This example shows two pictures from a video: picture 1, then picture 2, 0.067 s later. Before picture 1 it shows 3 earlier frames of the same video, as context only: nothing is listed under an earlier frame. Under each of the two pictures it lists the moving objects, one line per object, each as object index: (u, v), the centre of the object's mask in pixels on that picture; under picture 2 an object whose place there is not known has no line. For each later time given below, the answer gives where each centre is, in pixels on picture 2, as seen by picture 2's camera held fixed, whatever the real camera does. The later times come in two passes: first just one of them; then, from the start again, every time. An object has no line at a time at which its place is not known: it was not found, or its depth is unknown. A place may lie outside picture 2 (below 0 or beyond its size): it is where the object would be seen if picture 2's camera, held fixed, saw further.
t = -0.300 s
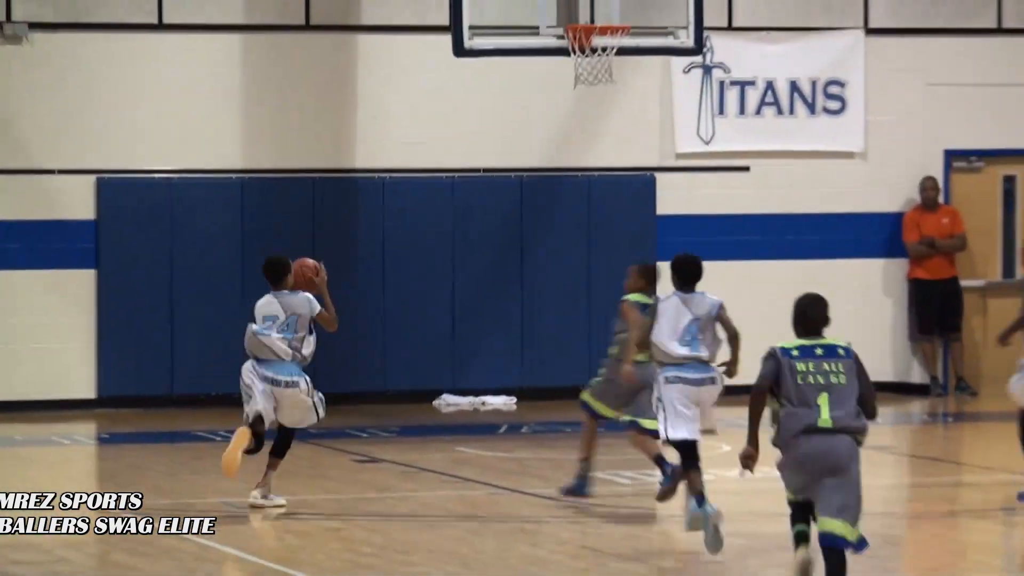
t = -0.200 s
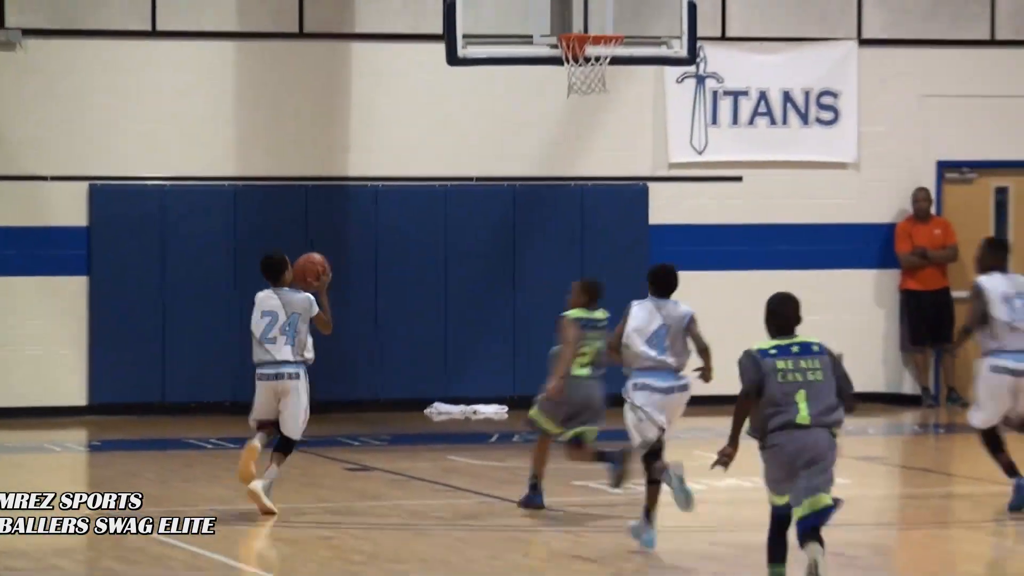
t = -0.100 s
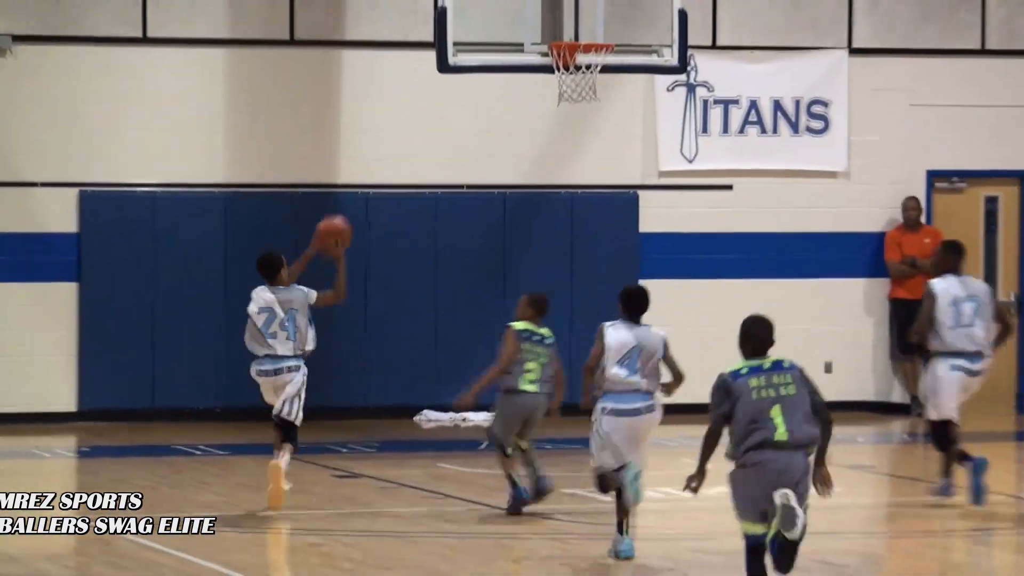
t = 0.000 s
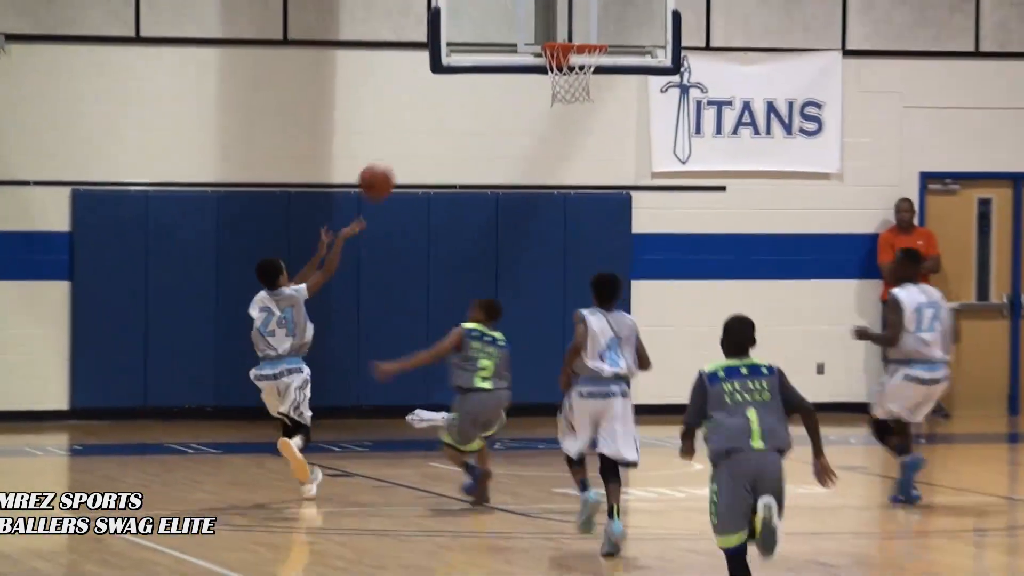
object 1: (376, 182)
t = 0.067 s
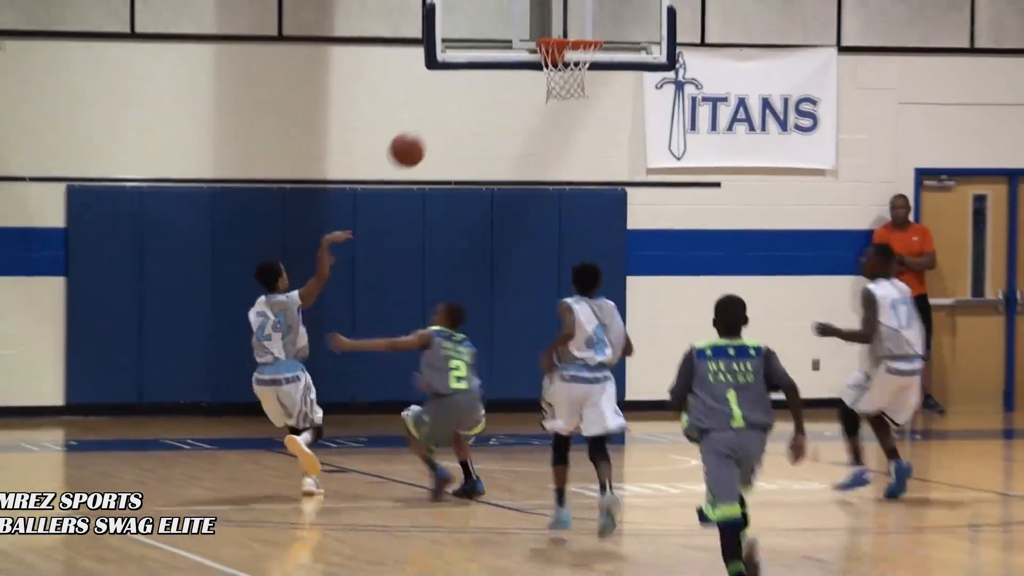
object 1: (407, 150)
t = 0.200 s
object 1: (477, 115)
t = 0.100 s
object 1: (424, 140)
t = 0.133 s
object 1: (442, 130)
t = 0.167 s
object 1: (459, 122)
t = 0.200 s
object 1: (477, 115)
